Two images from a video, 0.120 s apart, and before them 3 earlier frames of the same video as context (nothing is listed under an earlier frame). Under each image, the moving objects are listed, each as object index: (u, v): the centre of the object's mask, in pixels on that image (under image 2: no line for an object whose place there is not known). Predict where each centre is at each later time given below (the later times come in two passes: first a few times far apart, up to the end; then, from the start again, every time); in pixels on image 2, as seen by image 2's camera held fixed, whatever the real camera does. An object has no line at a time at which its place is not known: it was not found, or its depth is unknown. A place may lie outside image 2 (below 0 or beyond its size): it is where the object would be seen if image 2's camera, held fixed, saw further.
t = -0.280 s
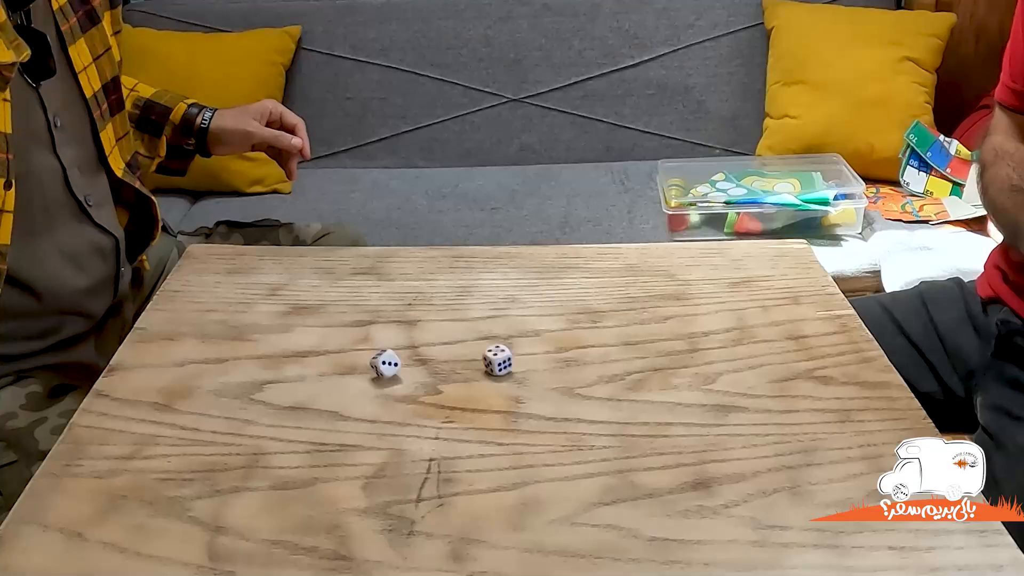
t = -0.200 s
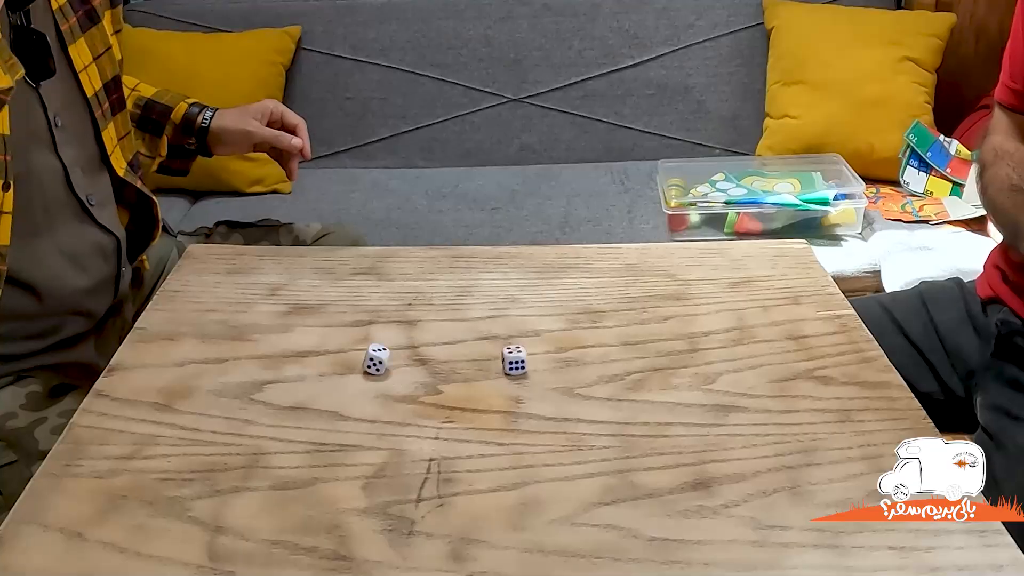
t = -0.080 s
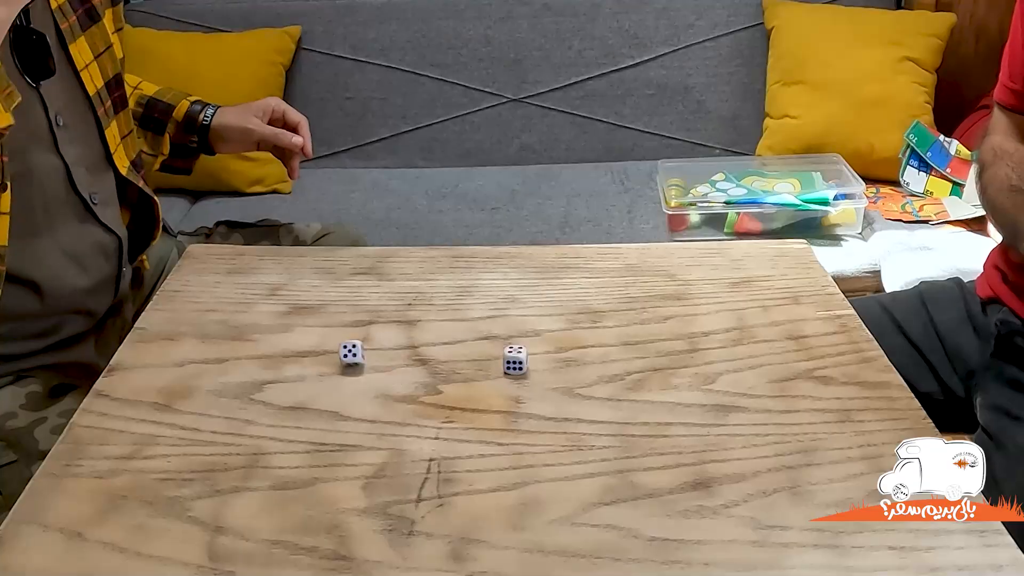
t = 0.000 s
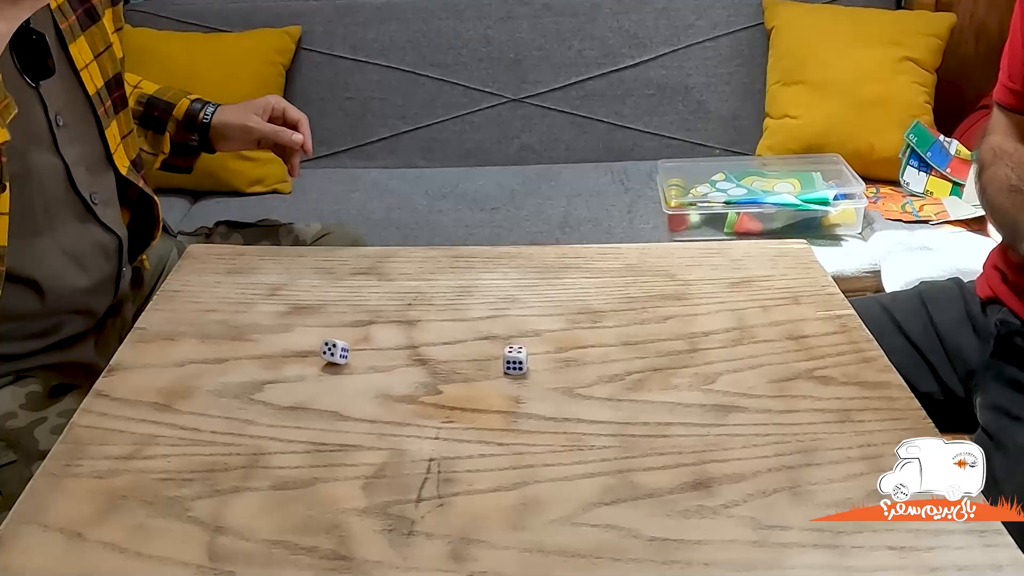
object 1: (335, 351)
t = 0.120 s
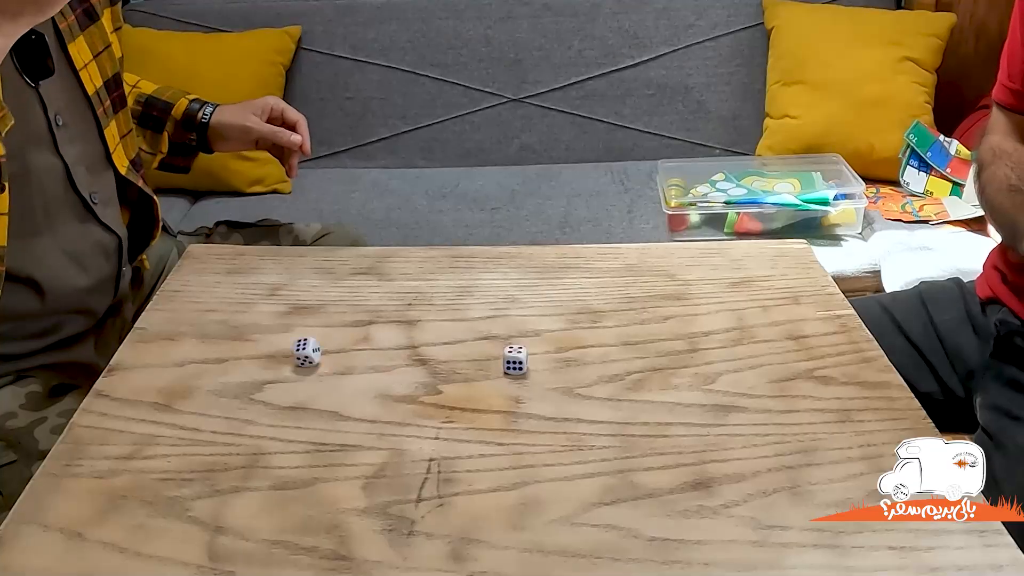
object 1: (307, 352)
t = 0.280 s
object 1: (277, 358)
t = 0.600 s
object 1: (243, 362)
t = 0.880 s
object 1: (262, 357)
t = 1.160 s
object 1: (261, 357)
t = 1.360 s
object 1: (261, 357)
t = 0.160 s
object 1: (299, 353)
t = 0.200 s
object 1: (292, 355)
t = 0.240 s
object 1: (283, 357)
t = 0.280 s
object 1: (277, 358)
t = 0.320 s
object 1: (272, 360)
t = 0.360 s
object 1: (265, 364)
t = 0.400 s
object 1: (259, 365)
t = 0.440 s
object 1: (257, 366)
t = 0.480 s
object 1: (254, 366)
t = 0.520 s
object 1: (250, 366)
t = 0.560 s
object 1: (244, 364)
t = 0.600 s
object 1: (243, 362)
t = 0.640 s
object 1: (245, 362)
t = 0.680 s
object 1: (245, 358)
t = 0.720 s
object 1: (248, 356)
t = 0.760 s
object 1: (253, 355)
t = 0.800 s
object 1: (258, 355)
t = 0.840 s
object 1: (261, 356)
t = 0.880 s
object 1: (262, 357)
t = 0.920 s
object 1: (261, 357)
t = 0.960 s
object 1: (261, 357)
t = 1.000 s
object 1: (261, 357)
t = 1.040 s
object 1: (261, 357)
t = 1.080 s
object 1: (261, 357)
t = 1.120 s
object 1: (261, 357)
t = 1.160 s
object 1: (261, 357)
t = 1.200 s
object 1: (261, 357)
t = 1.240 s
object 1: (261, 357)
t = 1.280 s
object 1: (261, 357)
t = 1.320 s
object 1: (261, 357)
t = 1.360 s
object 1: (261, 357)
